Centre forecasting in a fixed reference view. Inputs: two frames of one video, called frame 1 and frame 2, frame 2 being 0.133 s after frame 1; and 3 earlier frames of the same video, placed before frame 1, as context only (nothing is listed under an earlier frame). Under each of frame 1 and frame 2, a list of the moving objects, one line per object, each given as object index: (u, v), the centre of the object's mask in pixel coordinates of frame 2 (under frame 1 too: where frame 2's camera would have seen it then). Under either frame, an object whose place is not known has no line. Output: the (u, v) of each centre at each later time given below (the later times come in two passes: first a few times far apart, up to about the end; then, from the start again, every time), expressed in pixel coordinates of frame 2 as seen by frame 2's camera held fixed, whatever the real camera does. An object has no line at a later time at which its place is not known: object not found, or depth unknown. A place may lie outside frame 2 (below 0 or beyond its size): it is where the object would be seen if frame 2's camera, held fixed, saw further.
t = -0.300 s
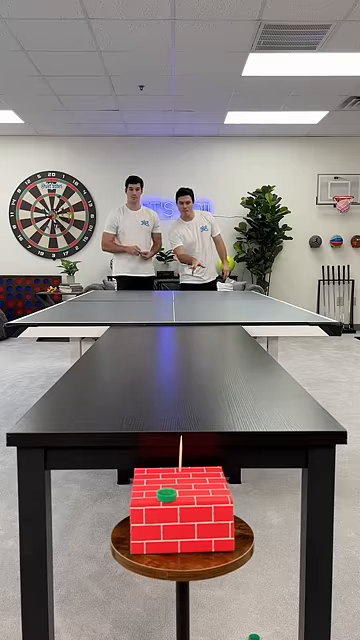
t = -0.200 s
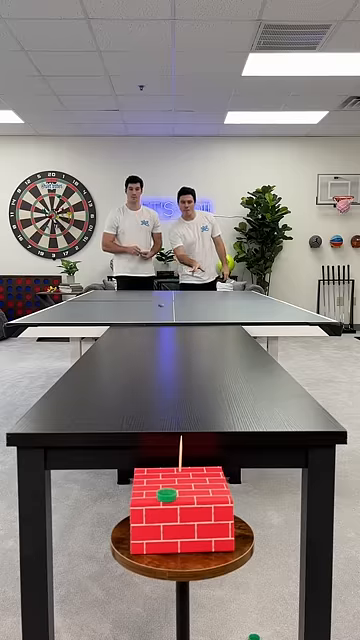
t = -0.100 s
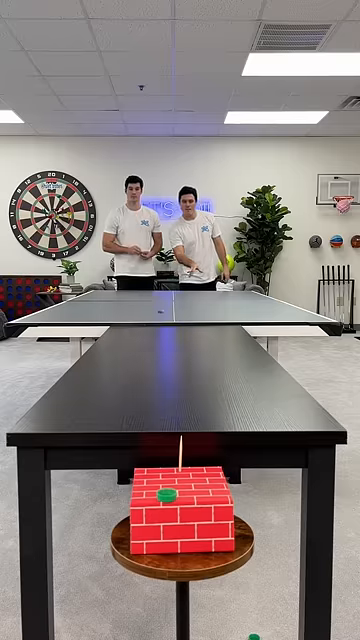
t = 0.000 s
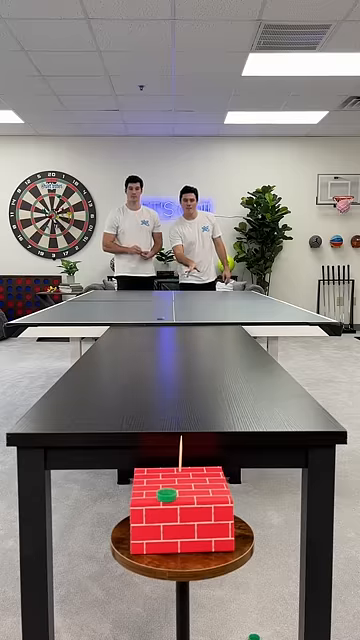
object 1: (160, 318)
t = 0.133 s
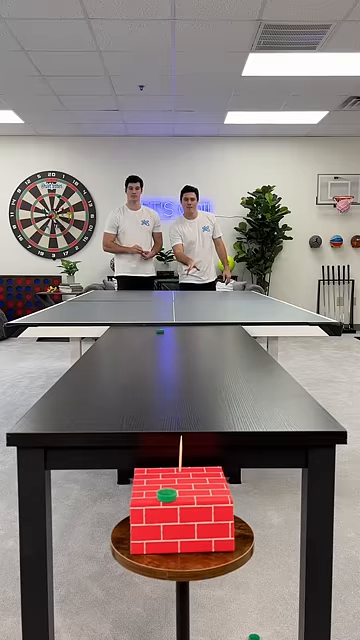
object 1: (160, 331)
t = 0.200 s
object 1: (160, 338)
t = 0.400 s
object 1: (162, 356)
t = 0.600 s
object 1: (165, 377)
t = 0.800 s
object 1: (173, 400)
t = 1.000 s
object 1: (180, 423)
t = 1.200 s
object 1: (184, 442)
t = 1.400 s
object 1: (179, 443)
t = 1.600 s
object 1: (178, 442)
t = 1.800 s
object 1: (183, 443)
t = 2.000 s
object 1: (183, 443)
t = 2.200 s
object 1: (179, 442)
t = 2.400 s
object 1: (179, 442)
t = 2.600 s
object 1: (183, 443)
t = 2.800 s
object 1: (183, 442)
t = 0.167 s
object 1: (160, 334)
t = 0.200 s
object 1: (160, 338)
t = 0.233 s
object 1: (160, 341)
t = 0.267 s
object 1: (161, 343)
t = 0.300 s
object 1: (161, 346)
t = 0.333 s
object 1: (161, 349)
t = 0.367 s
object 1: (161, 352)
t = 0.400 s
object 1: (162, 356)
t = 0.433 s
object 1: (162, 359)
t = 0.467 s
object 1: (162, 363)
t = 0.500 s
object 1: (164, 366)
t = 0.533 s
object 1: (164, 369)
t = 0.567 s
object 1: (165, 373)
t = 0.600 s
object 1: (165, 377)
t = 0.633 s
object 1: (166, 381)
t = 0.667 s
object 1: (168, 384)
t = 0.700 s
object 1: (169, 388)
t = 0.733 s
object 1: (169, 392)
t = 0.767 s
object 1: (171, 396)
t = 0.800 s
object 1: (173, 400)
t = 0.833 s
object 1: (173, 404)
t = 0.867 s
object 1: (175, 408)
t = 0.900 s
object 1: (176, 412)
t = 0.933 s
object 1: (178, 416)
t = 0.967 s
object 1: (179, 420)
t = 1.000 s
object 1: (180, 423)
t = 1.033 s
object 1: (181, 426)
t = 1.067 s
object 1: (183, 430)
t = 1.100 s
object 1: (184, 437)
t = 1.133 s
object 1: (185, 442)
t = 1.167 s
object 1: (183, 442)
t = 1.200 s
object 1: (184, 442)
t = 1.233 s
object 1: (183, 441)
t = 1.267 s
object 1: (180, 442)
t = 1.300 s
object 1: (178, 442)
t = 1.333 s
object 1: (178, 442)
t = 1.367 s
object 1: (179, 443)
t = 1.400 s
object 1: (179, 443)
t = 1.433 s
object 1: (179, 443)
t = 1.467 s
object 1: (179, 443)
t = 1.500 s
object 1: (179, 443)
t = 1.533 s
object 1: (179, 443)
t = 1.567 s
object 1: (178, 443)
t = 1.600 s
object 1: (178, 442)
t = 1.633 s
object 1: (179, 442)
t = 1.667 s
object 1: (182, 443)
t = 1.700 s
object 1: (182, 443)
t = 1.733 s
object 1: (182, 443)
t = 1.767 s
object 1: (183, 442)
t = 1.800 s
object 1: (183, 443)
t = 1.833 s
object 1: (183, 443)
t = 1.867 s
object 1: (183, 443)
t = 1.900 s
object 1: (183, 443)
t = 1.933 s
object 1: (183, 443)
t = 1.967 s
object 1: (183, 443)
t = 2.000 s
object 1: (183, 443)
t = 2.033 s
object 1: (183, 443)
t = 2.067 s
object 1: (182, 443)
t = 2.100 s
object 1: (181, 442)
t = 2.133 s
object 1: (180, 443)
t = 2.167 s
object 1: (180, 442)
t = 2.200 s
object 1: (179, 442)
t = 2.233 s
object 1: (178, 442)
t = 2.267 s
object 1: (178, 442)
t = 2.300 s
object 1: (178, 442)
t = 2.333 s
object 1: (178, 442)
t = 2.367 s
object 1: (178, 442)
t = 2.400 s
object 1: (179, 442)
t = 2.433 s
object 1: (180, 442)
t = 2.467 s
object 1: (180, 443)
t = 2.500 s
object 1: (181, 443)
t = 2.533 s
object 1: (182, 442)
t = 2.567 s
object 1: (182, 442)
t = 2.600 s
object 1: (183, 443)
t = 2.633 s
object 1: (183, 443)
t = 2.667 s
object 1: (183, 443)
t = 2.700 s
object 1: (183, 443)
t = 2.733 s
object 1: (183, 443)
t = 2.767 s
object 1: (183, 442)
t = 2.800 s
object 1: (183, 442)
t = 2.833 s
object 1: (182, 442)
